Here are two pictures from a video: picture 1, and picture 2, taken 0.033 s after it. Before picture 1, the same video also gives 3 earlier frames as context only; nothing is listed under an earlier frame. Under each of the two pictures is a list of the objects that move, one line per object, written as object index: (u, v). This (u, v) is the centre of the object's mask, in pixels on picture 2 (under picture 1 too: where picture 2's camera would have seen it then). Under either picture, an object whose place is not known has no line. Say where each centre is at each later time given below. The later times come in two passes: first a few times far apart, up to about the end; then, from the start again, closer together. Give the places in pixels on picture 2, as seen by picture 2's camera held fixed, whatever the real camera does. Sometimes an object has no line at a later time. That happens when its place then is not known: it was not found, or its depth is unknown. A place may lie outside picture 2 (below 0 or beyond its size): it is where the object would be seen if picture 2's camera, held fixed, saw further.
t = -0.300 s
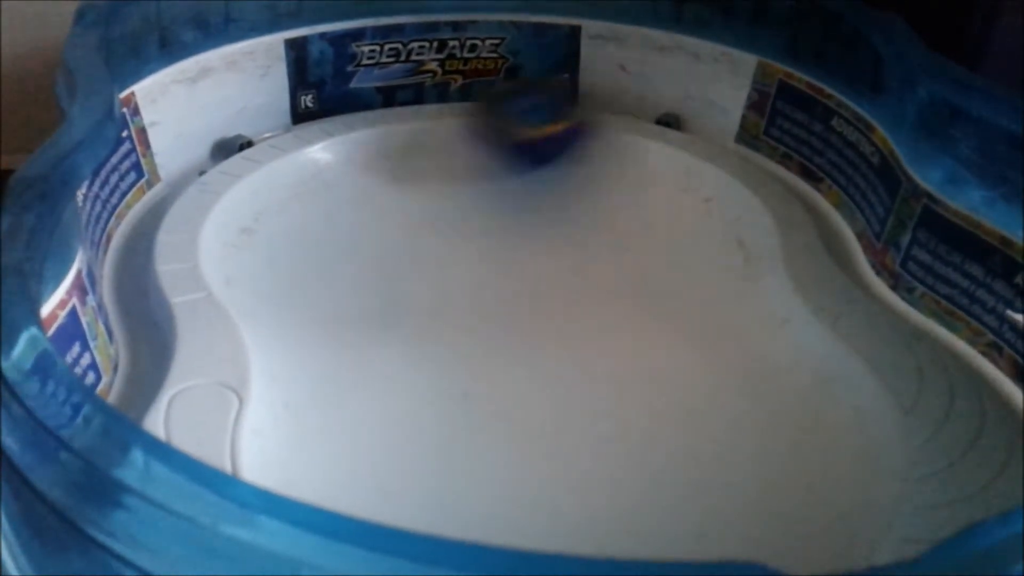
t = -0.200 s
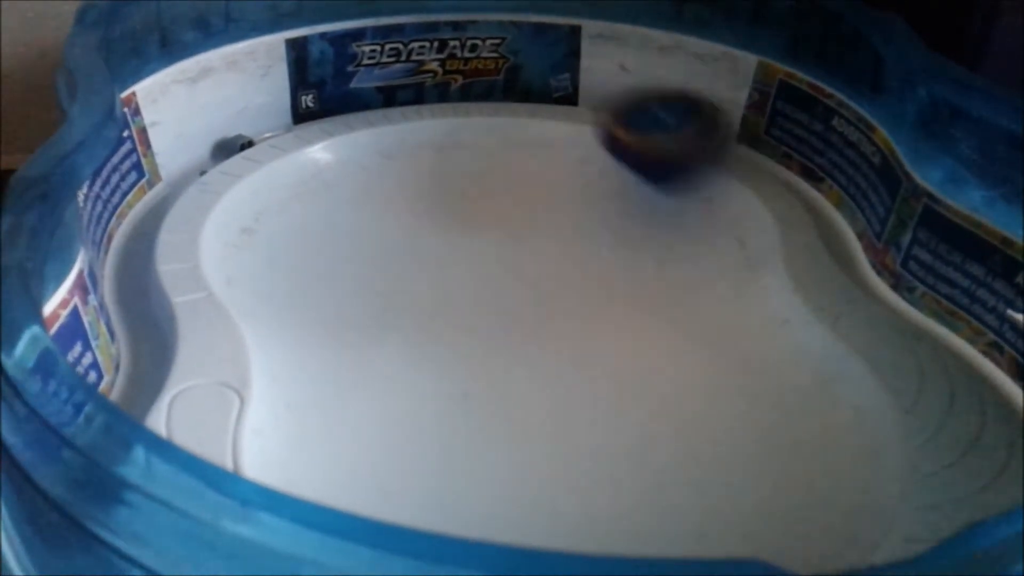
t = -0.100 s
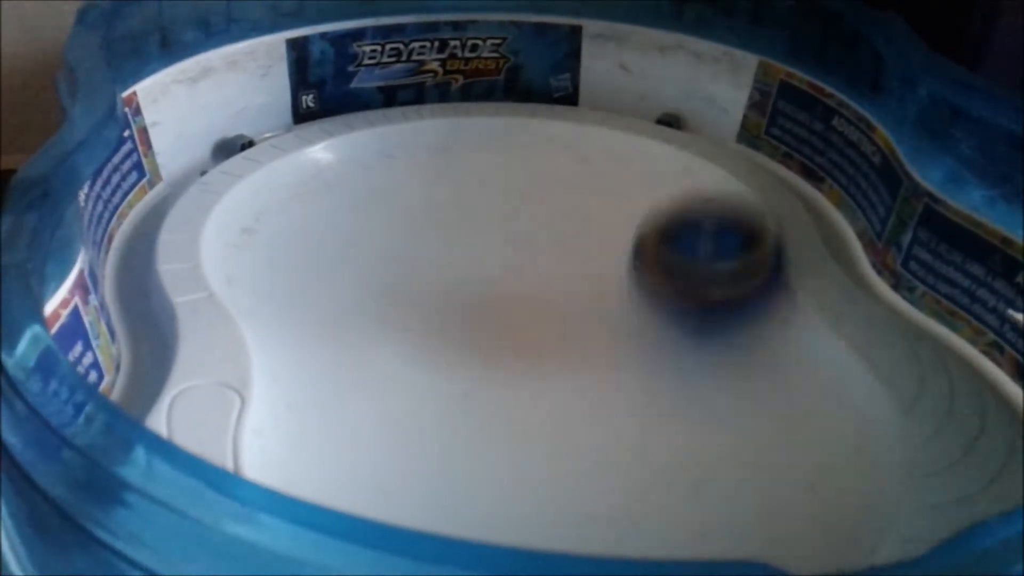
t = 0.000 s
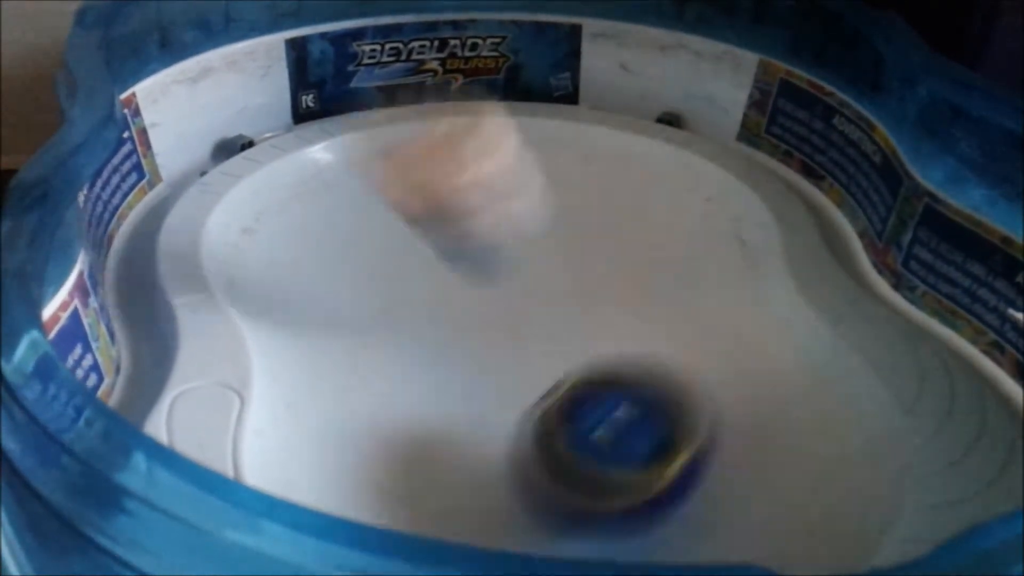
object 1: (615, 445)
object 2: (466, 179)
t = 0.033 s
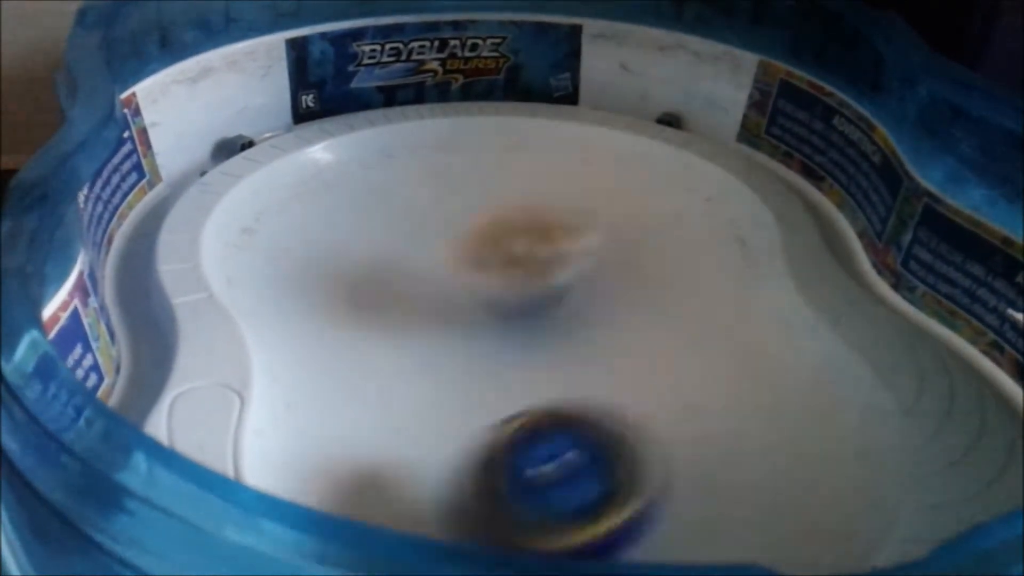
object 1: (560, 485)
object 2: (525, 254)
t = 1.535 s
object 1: (737, 241)
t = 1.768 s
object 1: (624, 478)
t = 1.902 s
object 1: (459, 424)
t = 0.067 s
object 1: (496, 493)
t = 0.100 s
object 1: (421, 490)
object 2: (627, 101)
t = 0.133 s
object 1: (378, 472)
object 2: (667, 58)
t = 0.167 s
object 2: (684, 37)
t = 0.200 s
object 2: (629, 78)
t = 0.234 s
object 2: (519, 174)
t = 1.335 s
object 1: (535, 209)
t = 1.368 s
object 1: (578, 205)
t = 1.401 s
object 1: (621, 202)
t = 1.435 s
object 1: (667, 205)
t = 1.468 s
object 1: (701, 213)
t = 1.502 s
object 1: (726, 223)
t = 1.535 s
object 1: (737, 241)
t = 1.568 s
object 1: (737, 273)
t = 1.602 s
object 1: (726, 314)
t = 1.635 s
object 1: (713, 356)
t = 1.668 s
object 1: (700, 401)
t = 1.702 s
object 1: (685, 438)
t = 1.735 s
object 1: (658, 466)
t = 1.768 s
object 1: (624, 478)
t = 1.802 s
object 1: (577, 480)
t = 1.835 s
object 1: (534, 472)
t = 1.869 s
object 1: (488, 454)
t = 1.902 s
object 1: (459, 424)
